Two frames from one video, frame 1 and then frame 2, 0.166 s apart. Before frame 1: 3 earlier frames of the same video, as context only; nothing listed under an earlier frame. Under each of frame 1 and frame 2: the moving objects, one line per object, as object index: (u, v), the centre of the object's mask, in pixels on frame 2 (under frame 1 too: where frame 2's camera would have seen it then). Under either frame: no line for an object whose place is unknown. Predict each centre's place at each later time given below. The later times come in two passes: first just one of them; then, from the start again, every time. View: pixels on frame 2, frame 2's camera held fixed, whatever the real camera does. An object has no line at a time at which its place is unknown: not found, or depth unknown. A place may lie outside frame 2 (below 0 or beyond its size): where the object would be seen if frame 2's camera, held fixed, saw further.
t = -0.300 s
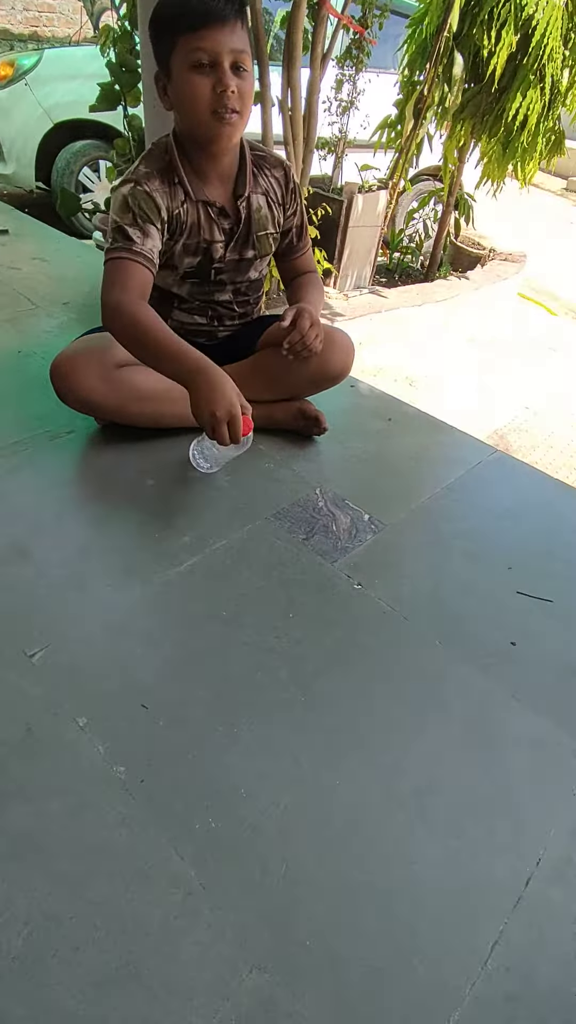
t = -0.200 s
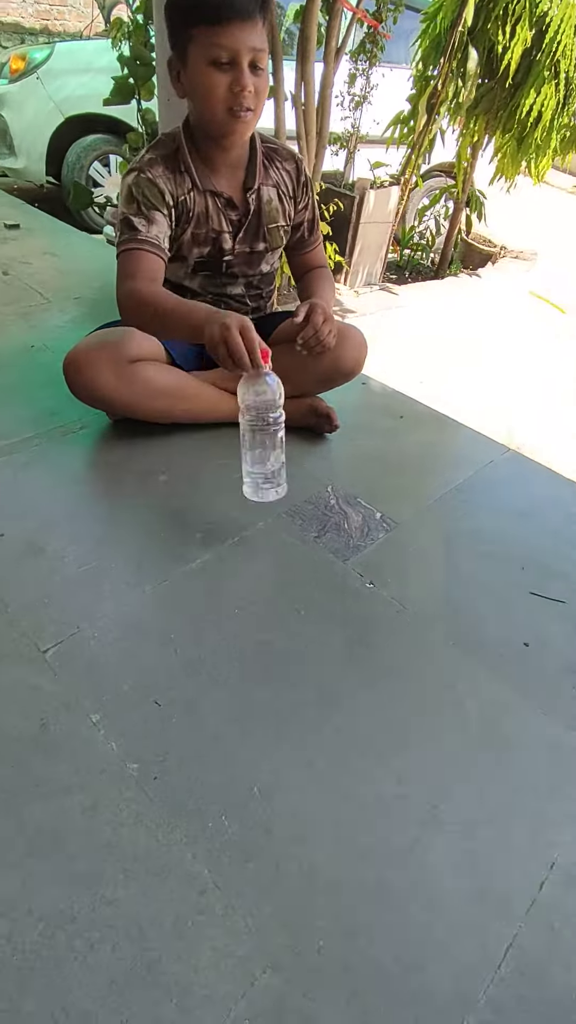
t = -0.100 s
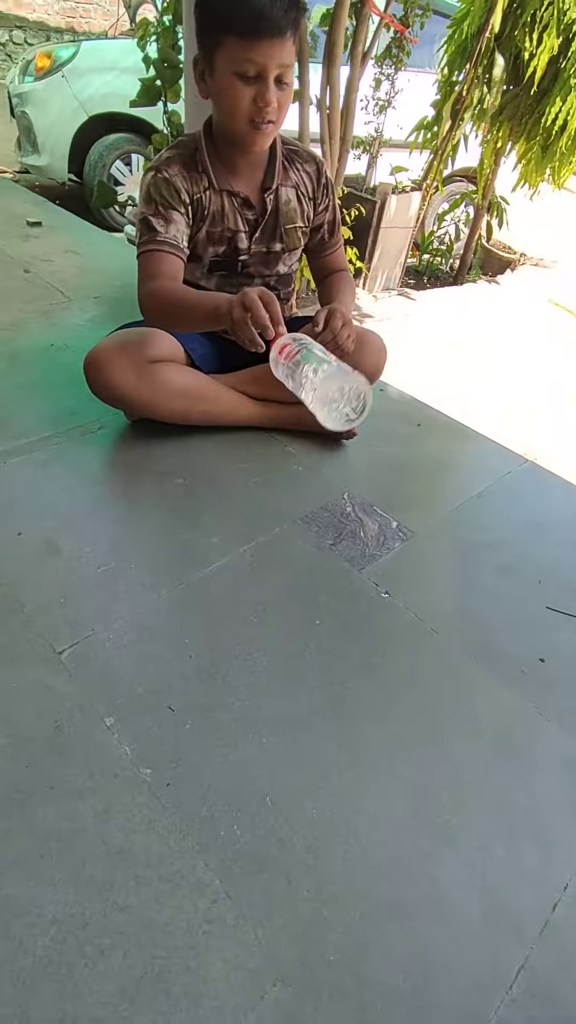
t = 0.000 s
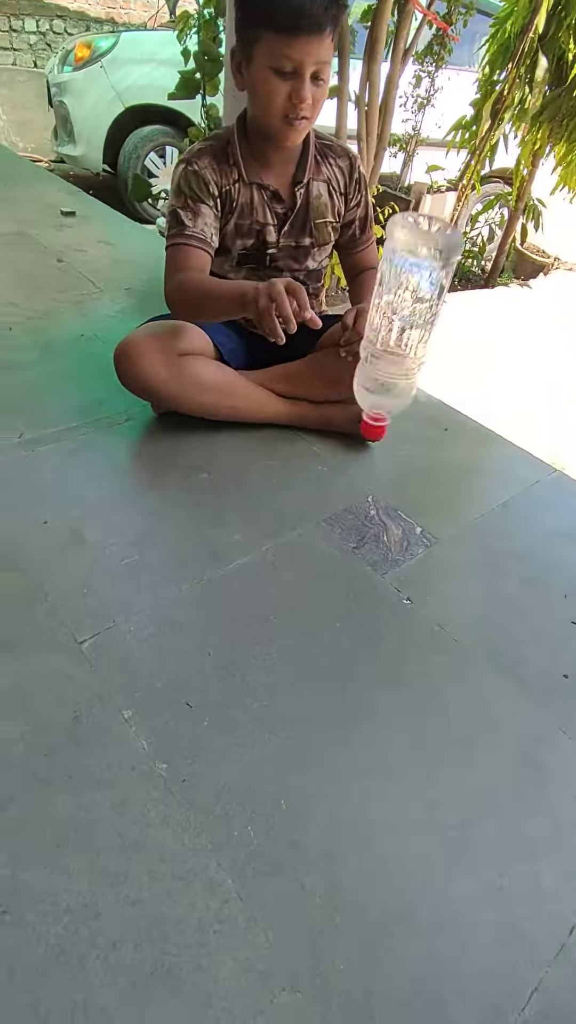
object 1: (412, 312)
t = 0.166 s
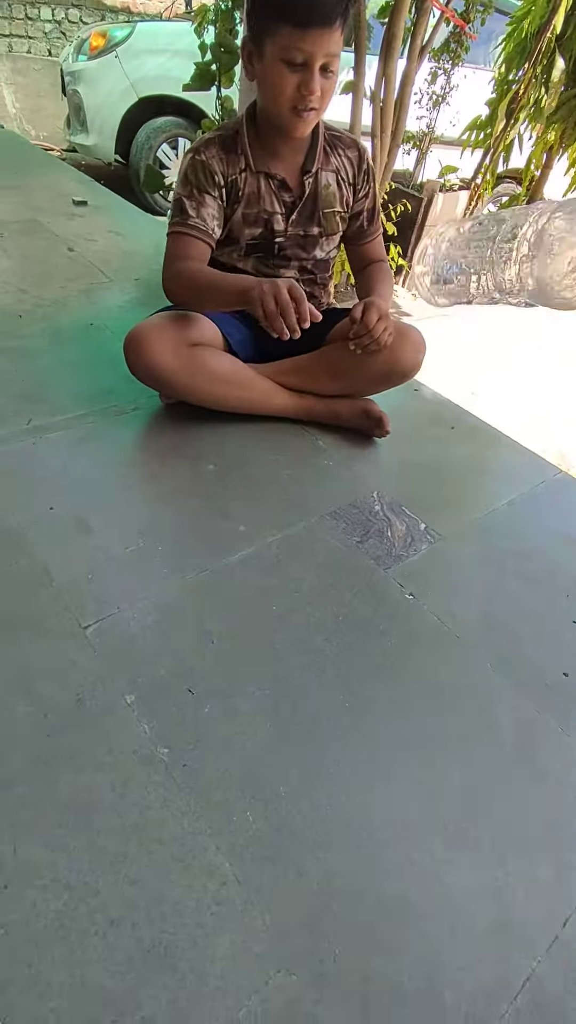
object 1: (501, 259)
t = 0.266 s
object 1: (493, 371)
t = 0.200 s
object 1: (501, 287)
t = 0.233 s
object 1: (498, 327)
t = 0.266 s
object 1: (493, 371)
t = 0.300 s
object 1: (470, 433)
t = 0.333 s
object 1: (443, 502)
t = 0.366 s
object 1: (420, 570)
